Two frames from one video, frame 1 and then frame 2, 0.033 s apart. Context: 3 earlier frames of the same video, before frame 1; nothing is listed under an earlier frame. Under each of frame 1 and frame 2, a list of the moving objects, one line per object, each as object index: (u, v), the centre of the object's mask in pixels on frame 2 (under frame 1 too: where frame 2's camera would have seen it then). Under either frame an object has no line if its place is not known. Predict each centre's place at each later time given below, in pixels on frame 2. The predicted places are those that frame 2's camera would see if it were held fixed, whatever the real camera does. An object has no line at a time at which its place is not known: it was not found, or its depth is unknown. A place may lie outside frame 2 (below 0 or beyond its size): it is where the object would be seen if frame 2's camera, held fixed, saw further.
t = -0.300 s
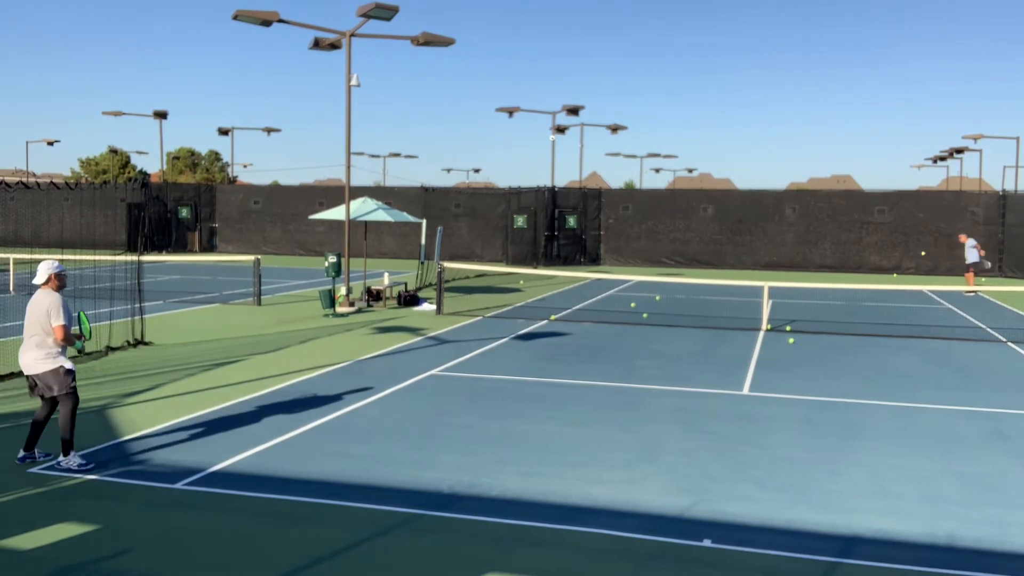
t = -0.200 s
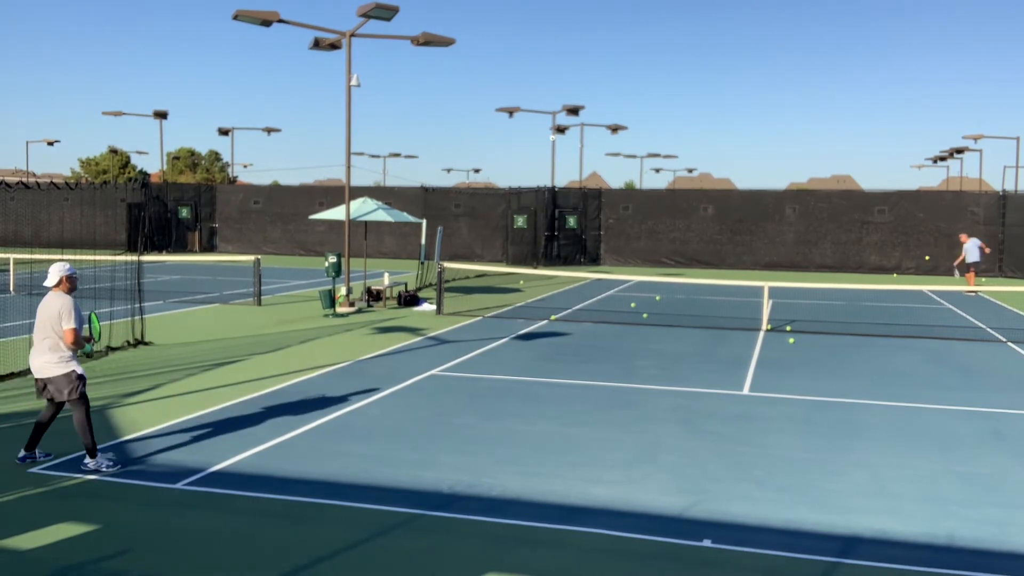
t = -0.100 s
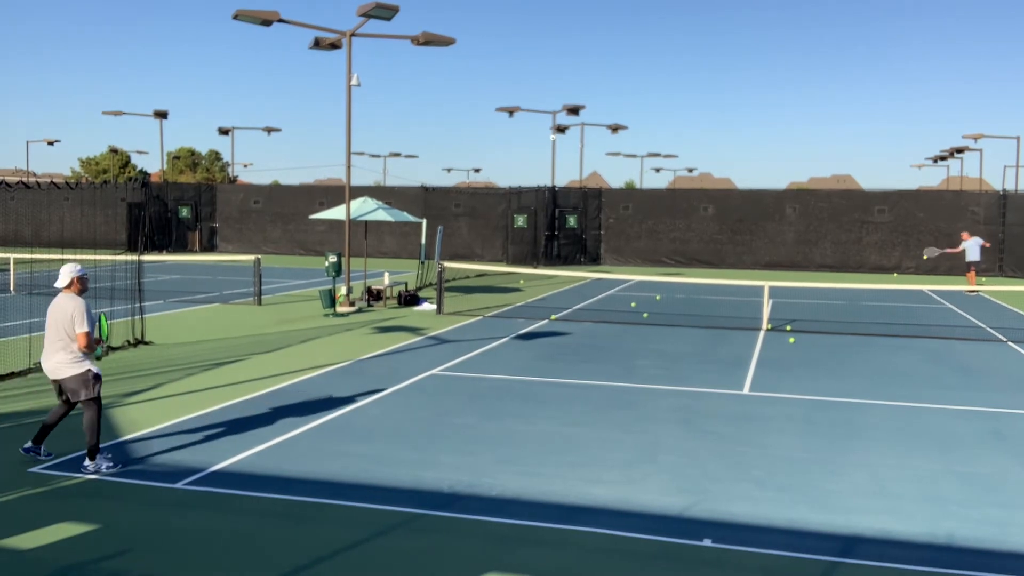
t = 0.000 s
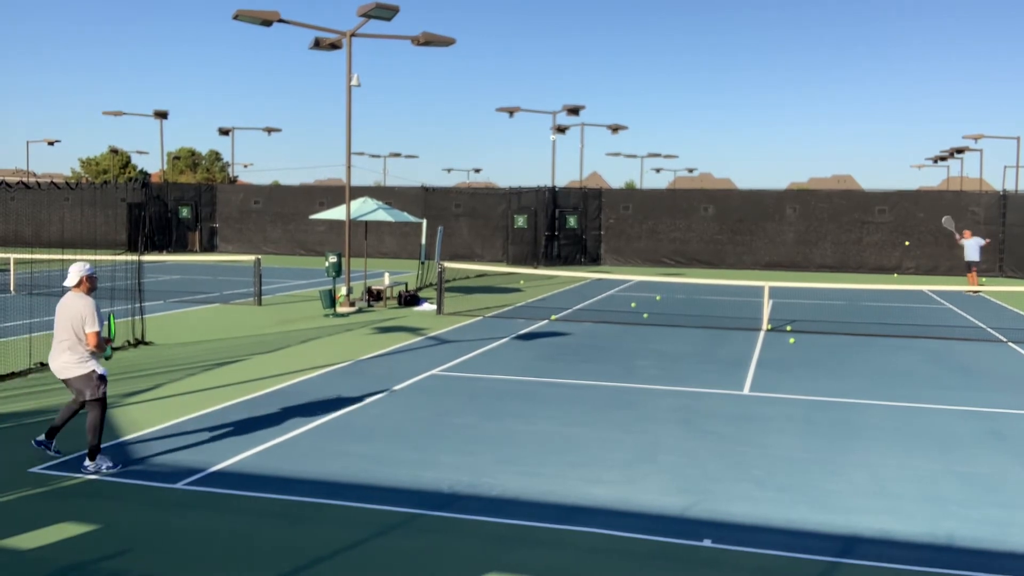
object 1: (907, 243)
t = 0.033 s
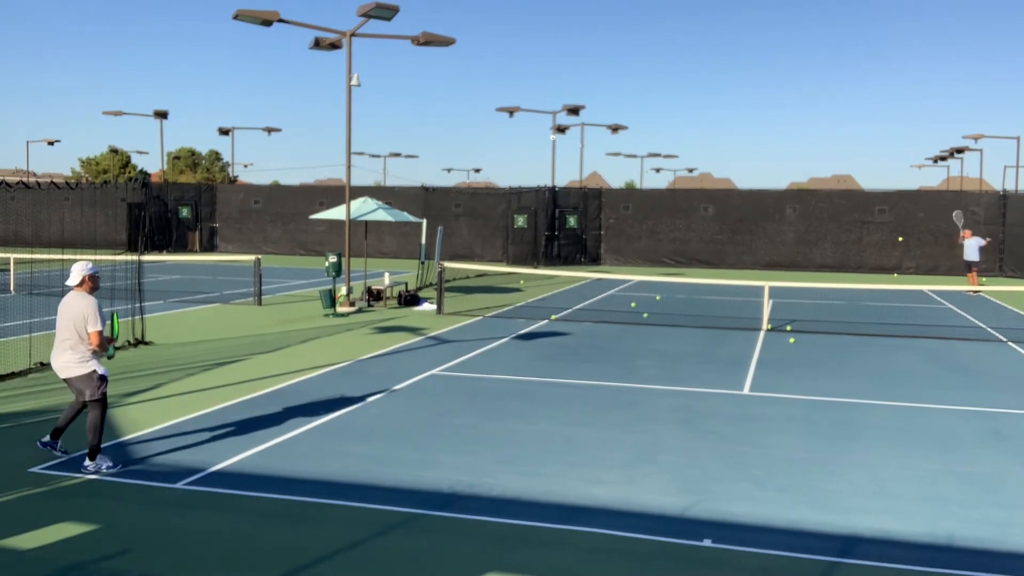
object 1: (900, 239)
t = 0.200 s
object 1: (863, 225)
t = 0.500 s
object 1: (778, 234)
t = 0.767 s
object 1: (674, 298)
